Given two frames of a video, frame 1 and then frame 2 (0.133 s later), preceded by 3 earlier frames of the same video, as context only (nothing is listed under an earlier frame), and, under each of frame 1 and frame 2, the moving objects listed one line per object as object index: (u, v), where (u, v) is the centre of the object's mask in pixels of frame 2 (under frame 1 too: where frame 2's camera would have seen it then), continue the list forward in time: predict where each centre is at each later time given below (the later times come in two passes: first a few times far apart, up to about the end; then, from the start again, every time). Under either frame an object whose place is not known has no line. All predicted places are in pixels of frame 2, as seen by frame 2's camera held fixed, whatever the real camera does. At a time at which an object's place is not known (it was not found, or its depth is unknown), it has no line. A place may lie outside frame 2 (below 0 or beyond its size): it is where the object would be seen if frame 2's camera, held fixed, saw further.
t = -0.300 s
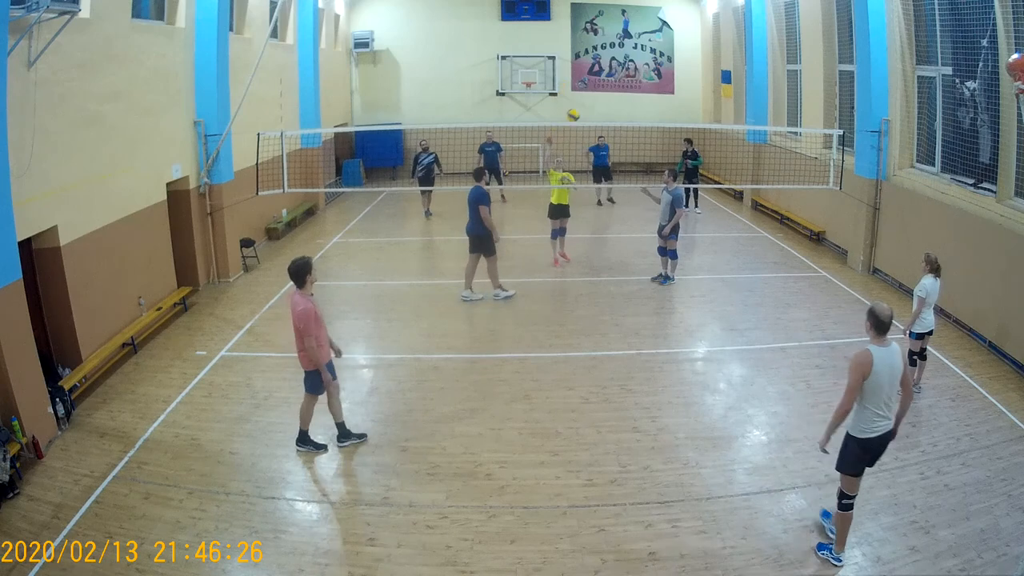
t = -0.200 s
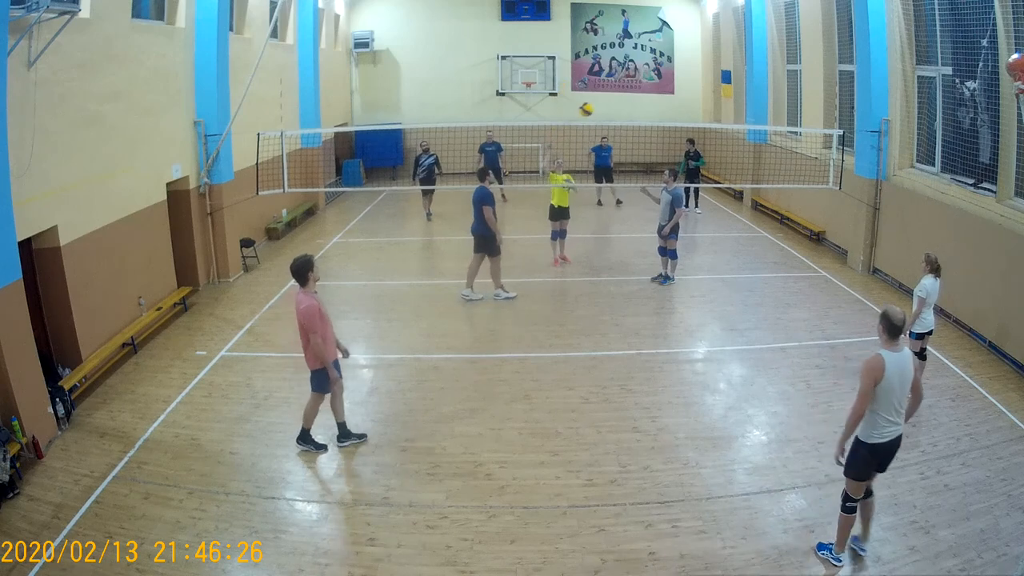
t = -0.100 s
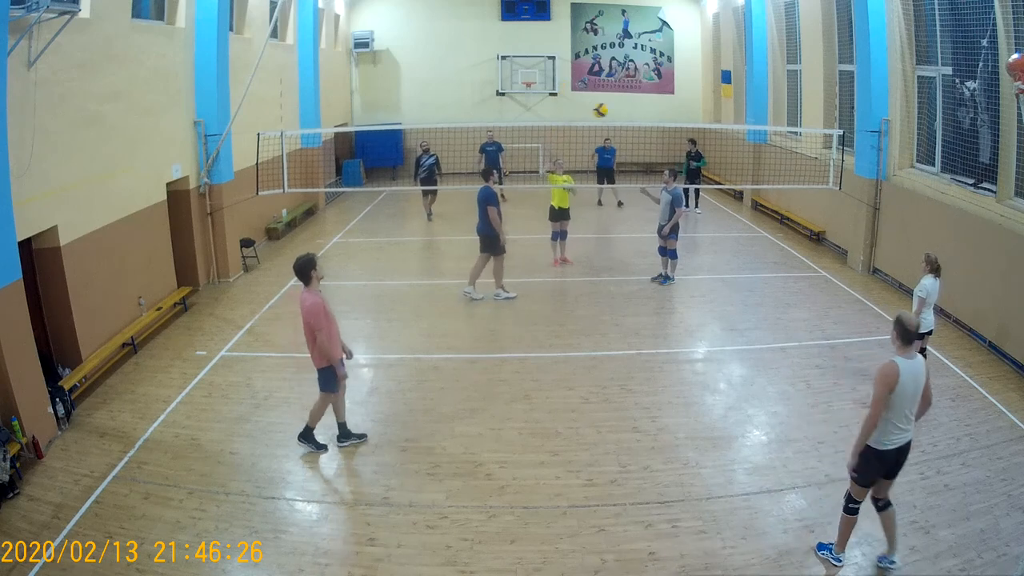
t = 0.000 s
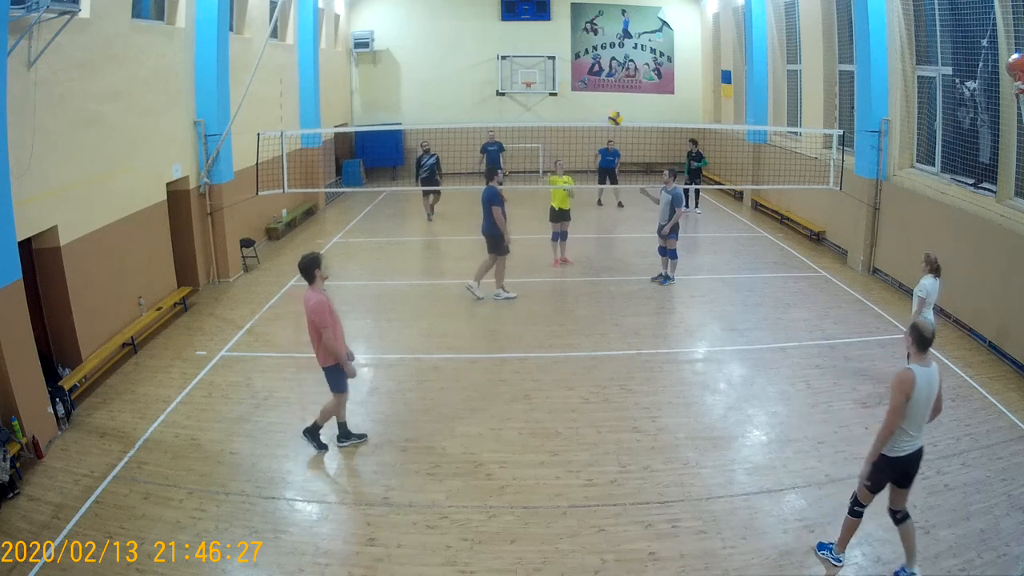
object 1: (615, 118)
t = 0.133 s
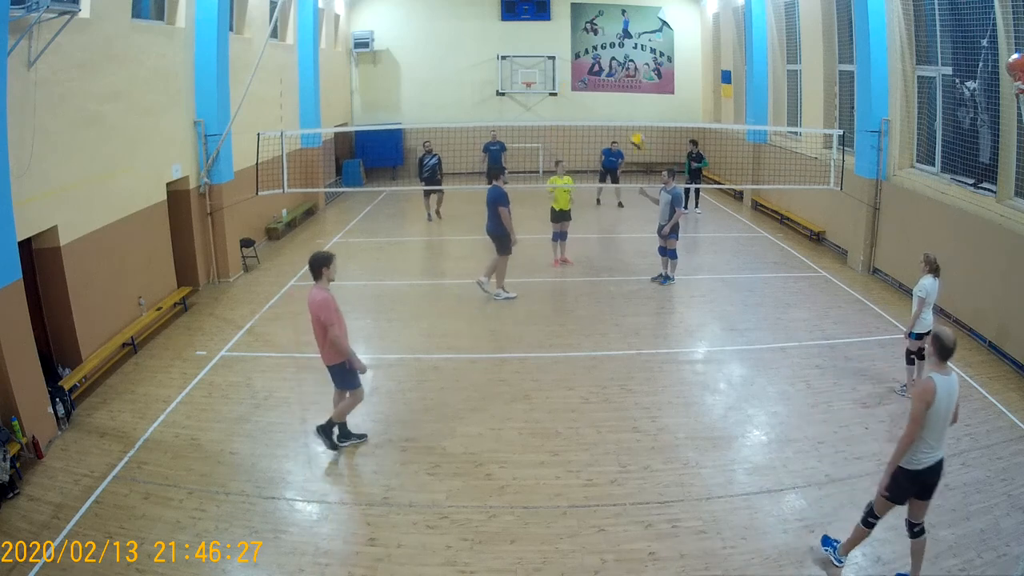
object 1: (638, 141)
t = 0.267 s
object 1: (661, 181)
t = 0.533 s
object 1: (707, 316)
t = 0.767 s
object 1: (742, 295)
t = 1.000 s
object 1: (777, 264)
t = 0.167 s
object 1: (644, 149)
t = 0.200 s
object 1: (649, 159)
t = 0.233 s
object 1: (655, 170)
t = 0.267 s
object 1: (661, 181)
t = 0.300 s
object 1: (667, 194)
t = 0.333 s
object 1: (674, 209)
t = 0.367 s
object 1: (680, 223)
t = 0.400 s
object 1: (685, 243)
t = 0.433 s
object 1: (690, 257)
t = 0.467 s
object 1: (696, 276)
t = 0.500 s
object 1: (702, 296)
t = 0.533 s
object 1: (707, 316)
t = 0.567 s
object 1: (712, 336)
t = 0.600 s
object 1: (716, 341)
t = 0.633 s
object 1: (722, 330)
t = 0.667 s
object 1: (727, 321)
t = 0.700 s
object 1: (732, 311)
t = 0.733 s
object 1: (737, 303)
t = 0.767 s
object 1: (742, 295)
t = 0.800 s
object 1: (747, 288)
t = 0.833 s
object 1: (752, 283)
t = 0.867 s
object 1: (758, 276)
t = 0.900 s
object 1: (763, 271)
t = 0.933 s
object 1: (767, 269)
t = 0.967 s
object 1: (771, 266)
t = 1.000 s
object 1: (777, 264)
